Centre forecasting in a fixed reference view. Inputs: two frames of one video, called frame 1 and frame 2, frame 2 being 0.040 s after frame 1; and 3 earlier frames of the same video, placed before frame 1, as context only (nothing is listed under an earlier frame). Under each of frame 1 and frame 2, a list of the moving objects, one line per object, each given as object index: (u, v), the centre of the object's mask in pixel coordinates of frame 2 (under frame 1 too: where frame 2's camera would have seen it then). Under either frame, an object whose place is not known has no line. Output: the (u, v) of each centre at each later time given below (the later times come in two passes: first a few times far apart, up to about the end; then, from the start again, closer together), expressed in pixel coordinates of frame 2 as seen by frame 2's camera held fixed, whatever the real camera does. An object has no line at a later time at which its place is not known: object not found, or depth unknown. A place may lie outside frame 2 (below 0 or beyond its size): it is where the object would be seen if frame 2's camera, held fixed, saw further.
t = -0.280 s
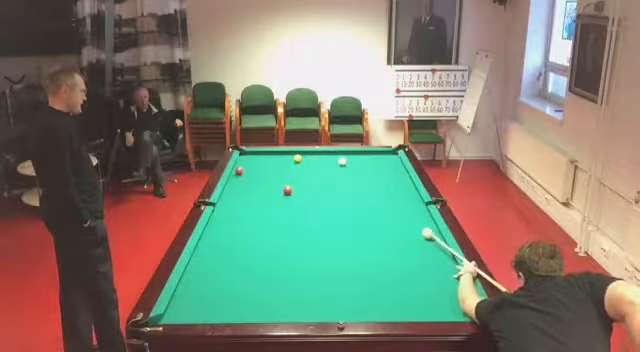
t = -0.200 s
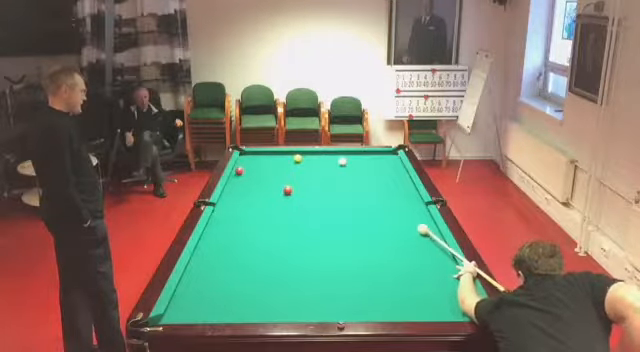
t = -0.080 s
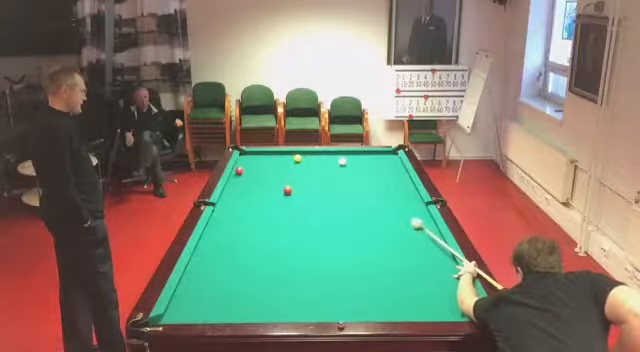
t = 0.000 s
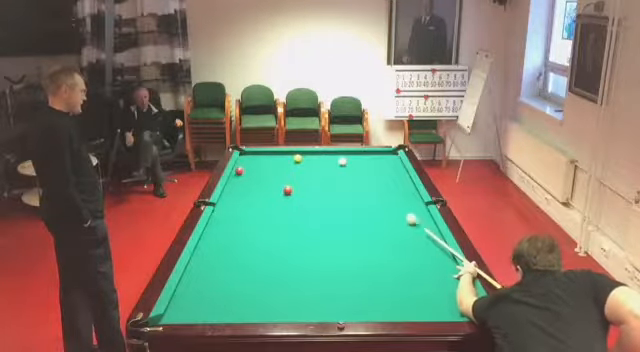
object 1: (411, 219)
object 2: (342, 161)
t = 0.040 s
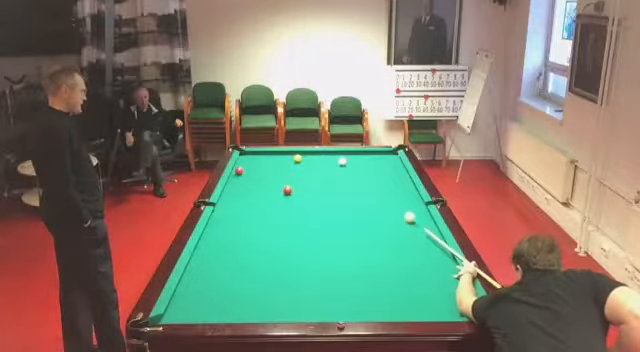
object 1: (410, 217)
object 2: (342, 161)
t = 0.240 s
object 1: (400, 208)
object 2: (342, 161)
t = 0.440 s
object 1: (391, 200)
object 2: (342, 161)
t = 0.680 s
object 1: (381, 191)
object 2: (342, 161)
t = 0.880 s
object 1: (374, 185)
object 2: (342, 161)
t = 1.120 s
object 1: (366, 178)
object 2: (342, 161)
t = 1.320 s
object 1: (359, 172)
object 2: (342, 161)
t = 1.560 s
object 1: (354, 168)
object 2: (342, 161)
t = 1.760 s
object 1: (350, 163)
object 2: (341, 161)
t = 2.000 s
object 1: (352, 161)
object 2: (335, 159)
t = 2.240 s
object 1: (356, 159)
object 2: (329, 157)
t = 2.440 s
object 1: (358, 157)
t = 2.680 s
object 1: (361, 154)
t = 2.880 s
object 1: (364, 153)
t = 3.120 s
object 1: (367, 151)
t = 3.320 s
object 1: (368, 152)
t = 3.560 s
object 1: (371, 154)
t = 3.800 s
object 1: (373, 154)
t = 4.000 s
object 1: (374, 154)
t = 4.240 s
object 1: (375, 155)
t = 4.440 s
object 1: (375, 155)
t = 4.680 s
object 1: (377, 156)
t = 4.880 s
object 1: (378, 156)
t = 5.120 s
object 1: (378, 156)
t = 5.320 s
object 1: (378, 156)
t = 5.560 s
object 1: (378, 156)
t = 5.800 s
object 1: (378, 156)
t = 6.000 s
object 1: (378, 156)
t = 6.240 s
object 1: (378, 156)
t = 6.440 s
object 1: (378, 156)
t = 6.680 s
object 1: (378, 156)
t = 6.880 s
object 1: (378, 156)
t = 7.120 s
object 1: (378, 156)
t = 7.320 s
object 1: (378, 156)
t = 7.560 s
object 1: (378, 156)
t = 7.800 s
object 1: (378, 156)
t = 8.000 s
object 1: (378, 156)
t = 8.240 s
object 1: (378, 156)
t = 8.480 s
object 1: (378, 156)
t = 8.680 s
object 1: (378, 156)
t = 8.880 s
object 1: (378, 156)
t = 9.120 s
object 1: (378, 156)
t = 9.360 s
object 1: (378, 156)
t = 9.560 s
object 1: (378, 156)
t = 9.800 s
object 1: (378, 156)
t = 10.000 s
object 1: (378, 156)
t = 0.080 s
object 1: (408, 215)
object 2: (342, 161)
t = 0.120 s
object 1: (406, 213)
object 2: (342, 161)
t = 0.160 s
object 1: (404, 212)
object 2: (342, 161)
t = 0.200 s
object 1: (402, 210)
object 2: (342, 161)
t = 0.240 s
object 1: (400, 208)
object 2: (342, 161)
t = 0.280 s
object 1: (398, 206)
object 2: (342, 161)
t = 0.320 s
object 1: (396, 205)
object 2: (342, 161)
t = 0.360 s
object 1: (394, 203)
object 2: (342, 161)
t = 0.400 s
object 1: (393, 202)
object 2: (342, 161)
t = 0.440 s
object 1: (391, 200)
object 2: (342, 161)
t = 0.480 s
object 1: (389, 199)
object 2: (342, 161)
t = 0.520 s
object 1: (388, 197)
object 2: (342, 161)
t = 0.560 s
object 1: (386, 196)
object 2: (342, 161)
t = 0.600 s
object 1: (385, 195)
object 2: (342, 161)
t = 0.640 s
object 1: (383, 193)
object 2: (342, 161)
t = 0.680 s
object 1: (381, 191)
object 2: (342, 161)
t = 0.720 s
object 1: (379, 190)
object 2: (342, 161)
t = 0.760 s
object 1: (378, 189)
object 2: (342, 161)
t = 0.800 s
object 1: (377, 188)
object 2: (342, 161)
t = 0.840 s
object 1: (375, 186)
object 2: (342, 161)
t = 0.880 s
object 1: (374, 185)
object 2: (342, 161)
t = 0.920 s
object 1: (372, 184)
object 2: (342, 161)
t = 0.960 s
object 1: (371, 183)
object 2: (342, 161)
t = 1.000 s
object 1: (370, 181)
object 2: (342, 161)
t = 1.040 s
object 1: (368, 180)
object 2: (342, 161)
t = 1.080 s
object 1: (367, 179)
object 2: (342, 161)
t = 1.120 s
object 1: (366, 178)
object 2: (342, 161)
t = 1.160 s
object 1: (364, 177)
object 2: (342, 161)
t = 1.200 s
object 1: (363, 176)
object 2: (342, 161)
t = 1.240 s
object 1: (362, 175)
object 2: (342, 161)
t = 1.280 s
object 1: (361, 174)
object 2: (342, 161)
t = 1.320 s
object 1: (359, 172)
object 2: (342, 161)
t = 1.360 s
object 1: (359, 172)
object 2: (342, 161)
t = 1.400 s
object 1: (357, 171)
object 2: (342, 161)
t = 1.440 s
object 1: (356, 170)
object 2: (342, 161)
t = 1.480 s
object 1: (355, 169)
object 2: (342, 161)
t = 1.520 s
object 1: (355, 168)
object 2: (342, 161)
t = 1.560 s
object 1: (354, 168)
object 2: (342, 161)
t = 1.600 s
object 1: (353, 166)
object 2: (341, 161)
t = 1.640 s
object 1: (352, 165)
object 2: (341, 161)
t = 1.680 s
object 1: (351, 164)
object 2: (341, 161)
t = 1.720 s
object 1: (350, 164)
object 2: (341, 161)
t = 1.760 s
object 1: (350, 163)
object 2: (341, 161)
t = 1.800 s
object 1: (350, 163)
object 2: (340, 161)
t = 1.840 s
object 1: (350, 163)
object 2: (339, 160)
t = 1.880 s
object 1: (351, 162)
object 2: (338, 160)
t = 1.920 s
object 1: (352, 162)
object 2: (337, 160)
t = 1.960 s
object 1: (352, 161)
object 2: (336, 159)
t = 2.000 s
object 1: (352, 161)
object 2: (335, 159)
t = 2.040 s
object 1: (352, 161)
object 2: (335, 159)
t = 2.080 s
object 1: (354, 161)
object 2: (333, 158)
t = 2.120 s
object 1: (354, 161)
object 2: (332, 158)
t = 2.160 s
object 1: (355, 160)
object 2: (331, 158)
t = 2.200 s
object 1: (356, 160)
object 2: (331, 158)
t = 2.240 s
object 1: (356, 159)
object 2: (329, 157)
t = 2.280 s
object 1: (356, 159)
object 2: (329, 157)
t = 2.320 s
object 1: (357, 158)
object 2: (327, 157)
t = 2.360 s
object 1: (358, 158)
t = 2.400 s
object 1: (358, 157)
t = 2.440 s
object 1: (358, 157)
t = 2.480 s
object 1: (360, 157)
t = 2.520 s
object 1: (361, 156)
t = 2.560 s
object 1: (361, 156)
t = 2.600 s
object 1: (361, 155)
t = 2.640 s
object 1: (361, 154)
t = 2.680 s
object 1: (361, 154)
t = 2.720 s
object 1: (362, 154)
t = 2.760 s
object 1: (362, 154)
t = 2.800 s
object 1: (363, 154)
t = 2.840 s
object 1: (364, 153)
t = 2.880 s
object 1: (364, 153)
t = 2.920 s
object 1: (365, 153)
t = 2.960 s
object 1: (365, 153)
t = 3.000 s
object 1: (366, 152)
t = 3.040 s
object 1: (366, 152)
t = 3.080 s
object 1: (366, 152)
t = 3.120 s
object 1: (367, 151)
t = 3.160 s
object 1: (367, 151)
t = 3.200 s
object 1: (367, 152)
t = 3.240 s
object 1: (368, 152)
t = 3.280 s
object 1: (368, 152)
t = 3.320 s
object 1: (368, 152)
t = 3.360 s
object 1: (369, 152)
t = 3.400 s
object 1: (369, 152)
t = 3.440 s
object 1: (370, 153)
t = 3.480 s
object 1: (370, 153)
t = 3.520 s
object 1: (371, 153)
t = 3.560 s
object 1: (371, 154)
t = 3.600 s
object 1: (372, 154)
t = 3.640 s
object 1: (372, 154)
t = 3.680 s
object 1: (372, 154)
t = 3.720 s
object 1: (372, 154)
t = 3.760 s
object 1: (372, 154)
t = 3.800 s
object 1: (373, 154)
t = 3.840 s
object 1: (373, 154)
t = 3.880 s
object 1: (373, 154)
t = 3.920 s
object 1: (373, 155)
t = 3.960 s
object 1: (373, 155)
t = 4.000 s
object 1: (374, 154)
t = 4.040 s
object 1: (374, 155)
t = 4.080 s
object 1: (375, 155)
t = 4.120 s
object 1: (375, 155)
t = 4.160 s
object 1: (375, 155)
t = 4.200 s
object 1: (375, 155)
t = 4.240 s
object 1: (375, 155)
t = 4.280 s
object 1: (375, 155)
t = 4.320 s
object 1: (375, 155)
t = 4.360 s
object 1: (375, 155)
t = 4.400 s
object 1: (375, 155)
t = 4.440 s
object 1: (375, 155)
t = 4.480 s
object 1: (375, 155)
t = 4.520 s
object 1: (376, 156)
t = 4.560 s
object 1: (377, 156)
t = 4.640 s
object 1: (377, 156)
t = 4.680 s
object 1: (377, 156)
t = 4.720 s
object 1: (377, 156)
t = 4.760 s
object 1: (377, 156)
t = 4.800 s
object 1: (377, 156)
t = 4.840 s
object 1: (377, 156)
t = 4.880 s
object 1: (378, 156)
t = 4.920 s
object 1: (378, 156)
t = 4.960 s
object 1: (378, 156)
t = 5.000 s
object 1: (378, 156)
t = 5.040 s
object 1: (378, 156)
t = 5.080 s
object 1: (378, 156)
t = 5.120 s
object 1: (378, 156)
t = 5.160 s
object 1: (378, 156)
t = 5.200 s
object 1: (378, 156)
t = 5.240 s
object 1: (378, 156)
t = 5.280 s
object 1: (378, 156)
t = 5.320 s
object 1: (378, 156)
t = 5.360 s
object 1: (378, 156)
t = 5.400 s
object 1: (378, 156)
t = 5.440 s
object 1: (378, 156)
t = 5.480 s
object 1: (378, 156)
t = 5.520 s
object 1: (378, 156)
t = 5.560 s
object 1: (378, 156)
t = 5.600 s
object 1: (378, 156)
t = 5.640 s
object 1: (378, 156)
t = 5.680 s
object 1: (378, 156)
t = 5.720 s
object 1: (378, 156)
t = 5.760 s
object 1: (378, 156)
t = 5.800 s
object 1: (378, 156)
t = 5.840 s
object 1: (378, 156)
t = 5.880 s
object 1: (378, 156)
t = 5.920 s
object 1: (378, 156)
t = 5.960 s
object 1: (378, 156)
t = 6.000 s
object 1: (378, 156)
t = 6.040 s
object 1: (378, 156)
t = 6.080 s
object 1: (378, 156)
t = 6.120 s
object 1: (378, 156)
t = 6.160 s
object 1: (378, 156)
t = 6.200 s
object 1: (378, 156)
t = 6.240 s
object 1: (378, 156)
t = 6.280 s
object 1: (378, 156)
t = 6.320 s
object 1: (378, 156)
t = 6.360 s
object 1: (378, 156)
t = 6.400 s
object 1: (378, 156)
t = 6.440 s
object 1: (378, 156)
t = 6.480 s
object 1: (378, 156)
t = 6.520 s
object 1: (378, 156)
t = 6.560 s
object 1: (378, 156)
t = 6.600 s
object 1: (378, 156)
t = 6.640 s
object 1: (378, 156)
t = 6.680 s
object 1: (378, 156)
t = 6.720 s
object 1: (378, 156)
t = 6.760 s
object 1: (378, 156)
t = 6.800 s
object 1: (378, 156)
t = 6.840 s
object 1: (378, 156)
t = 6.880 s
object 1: (378, 156)
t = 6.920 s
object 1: (378, 156)
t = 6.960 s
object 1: (378, 156)
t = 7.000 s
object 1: (378, 156)
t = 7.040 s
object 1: (378, 156)
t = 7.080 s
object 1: (378, 156)
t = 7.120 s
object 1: (378, 156)
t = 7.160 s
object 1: (378, 156)
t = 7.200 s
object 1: (378, 156)
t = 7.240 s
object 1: (378, 156)
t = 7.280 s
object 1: (378, 156)
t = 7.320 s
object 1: (378, 156)
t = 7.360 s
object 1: (378, 156)
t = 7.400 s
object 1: (378, 156)
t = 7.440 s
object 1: (378, 156)
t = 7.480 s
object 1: (378, 156)
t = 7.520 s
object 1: (378, 156)
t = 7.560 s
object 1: (378, 156)
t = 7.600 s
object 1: (378, 156)
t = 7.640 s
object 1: (378, 156)
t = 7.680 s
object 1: (378, 156)
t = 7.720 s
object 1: (378, 156)
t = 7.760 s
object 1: (378, 156)
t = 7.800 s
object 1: (378, 156)
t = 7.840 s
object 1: (378, 156)
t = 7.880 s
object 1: (378, 156)
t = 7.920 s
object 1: (378, 156)
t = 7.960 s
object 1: (378, 156)
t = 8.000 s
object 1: (378, 156)
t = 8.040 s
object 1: (378, 156)
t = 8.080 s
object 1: (378, 156)
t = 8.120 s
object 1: (378, 156)
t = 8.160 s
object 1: (378, 156)
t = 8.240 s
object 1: (378, 156)
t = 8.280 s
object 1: (378, 156)
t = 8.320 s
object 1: (378, 156)
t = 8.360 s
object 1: (378, 156)
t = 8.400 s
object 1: (378, 156)
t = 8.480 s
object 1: (378, 156)
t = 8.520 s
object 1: (378, 156)
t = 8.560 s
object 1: (378, 156)
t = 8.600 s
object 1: (378, 156)
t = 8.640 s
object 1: (378, 156)
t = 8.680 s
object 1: (378, 156)
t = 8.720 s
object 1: (378, 156)
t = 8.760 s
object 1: (378, 156)
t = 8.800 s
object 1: (378, 156)
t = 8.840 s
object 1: (378, 156)
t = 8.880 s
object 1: (378, 156)
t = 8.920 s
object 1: (378, 156)
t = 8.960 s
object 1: (378, 156)
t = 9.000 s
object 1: (378, 156)
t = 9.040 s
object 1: (378, 156)
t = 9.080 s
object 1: (378, 156)
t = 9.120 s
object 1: (378, 156)
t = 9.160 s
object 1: (378, 156)
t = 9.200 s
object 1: (378, 156)
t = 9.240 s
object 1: (378, 156)
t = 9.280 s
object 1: (378, 156)
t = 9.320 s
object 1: (378, 156)
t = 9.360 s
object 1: (378, 156)
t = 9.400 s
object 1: (378, 156)
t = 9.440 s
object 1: (378, 156)
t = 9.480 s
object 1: (378, 156)
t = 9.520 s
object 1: (378, 156)
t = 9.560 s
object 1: (378, 156)
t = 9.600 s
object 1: (378, 156)
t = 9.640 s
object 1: (378, 156)
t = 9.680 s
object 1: (378, 156)
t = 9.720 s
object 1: (378, 156)
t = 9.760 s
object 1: (378, 156)
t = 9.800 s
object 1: (378, 156)
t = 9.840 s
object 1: (378, 156)
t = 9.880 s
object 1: (378, 156)
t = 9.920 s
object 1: (378, 156)
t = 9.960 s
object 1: (378, 156)
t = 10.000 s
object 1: (378, 156)
